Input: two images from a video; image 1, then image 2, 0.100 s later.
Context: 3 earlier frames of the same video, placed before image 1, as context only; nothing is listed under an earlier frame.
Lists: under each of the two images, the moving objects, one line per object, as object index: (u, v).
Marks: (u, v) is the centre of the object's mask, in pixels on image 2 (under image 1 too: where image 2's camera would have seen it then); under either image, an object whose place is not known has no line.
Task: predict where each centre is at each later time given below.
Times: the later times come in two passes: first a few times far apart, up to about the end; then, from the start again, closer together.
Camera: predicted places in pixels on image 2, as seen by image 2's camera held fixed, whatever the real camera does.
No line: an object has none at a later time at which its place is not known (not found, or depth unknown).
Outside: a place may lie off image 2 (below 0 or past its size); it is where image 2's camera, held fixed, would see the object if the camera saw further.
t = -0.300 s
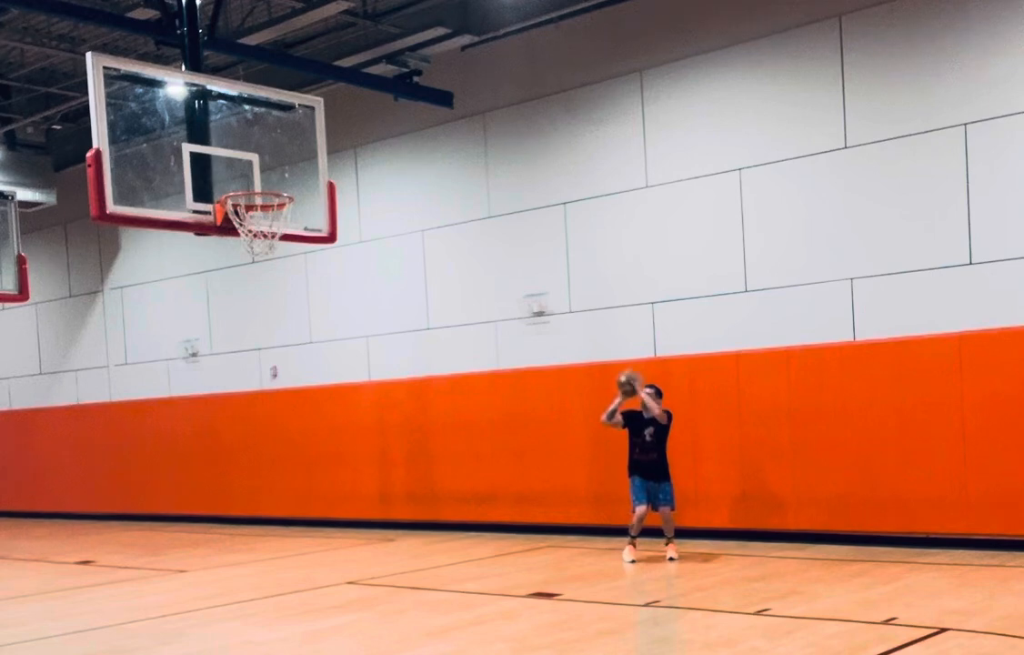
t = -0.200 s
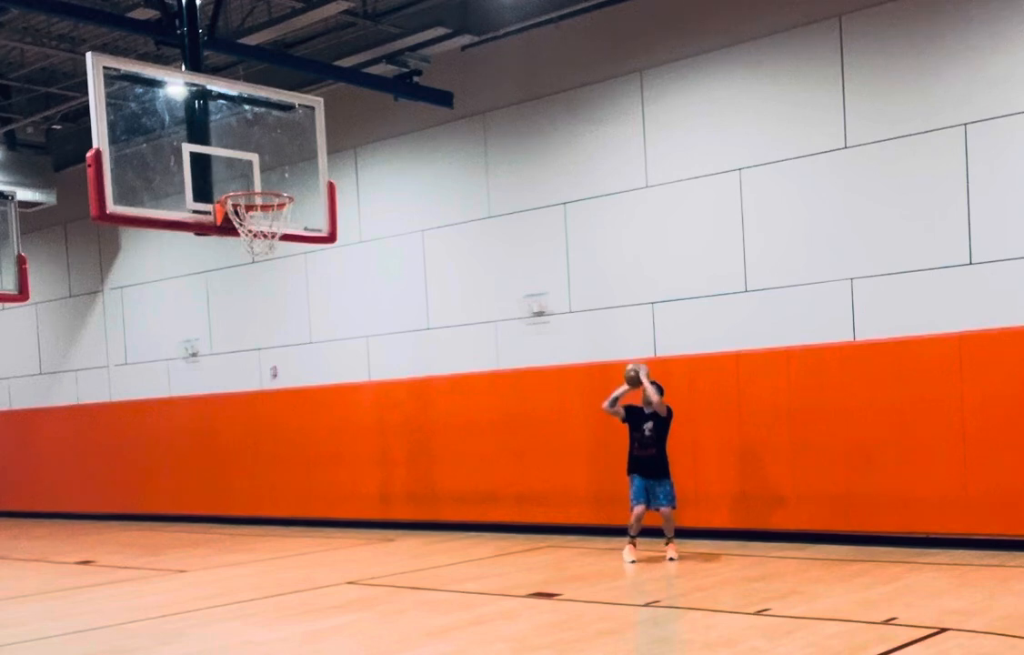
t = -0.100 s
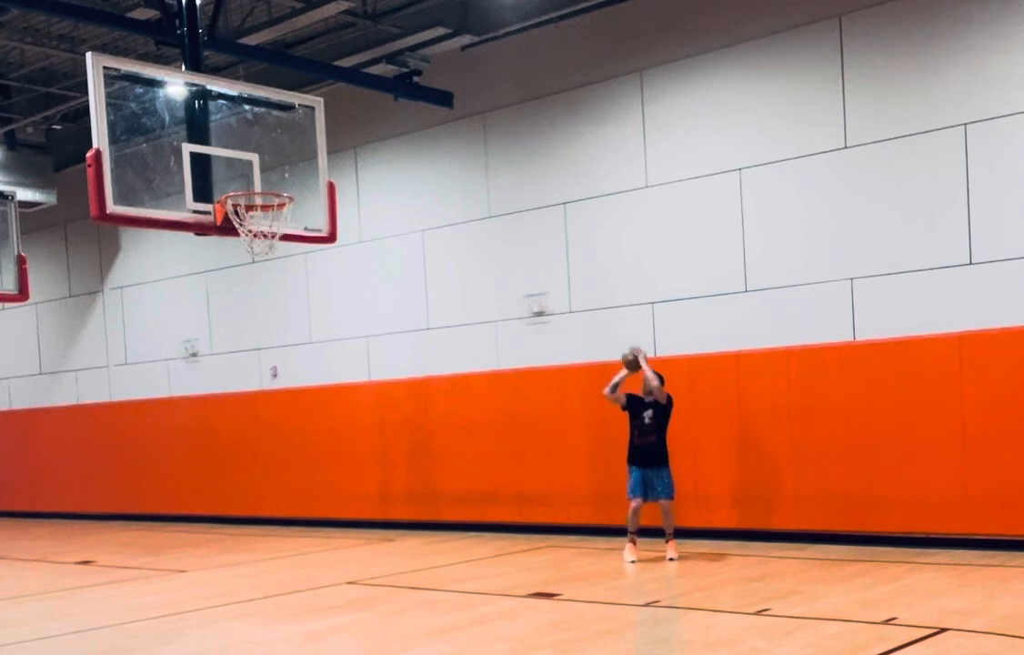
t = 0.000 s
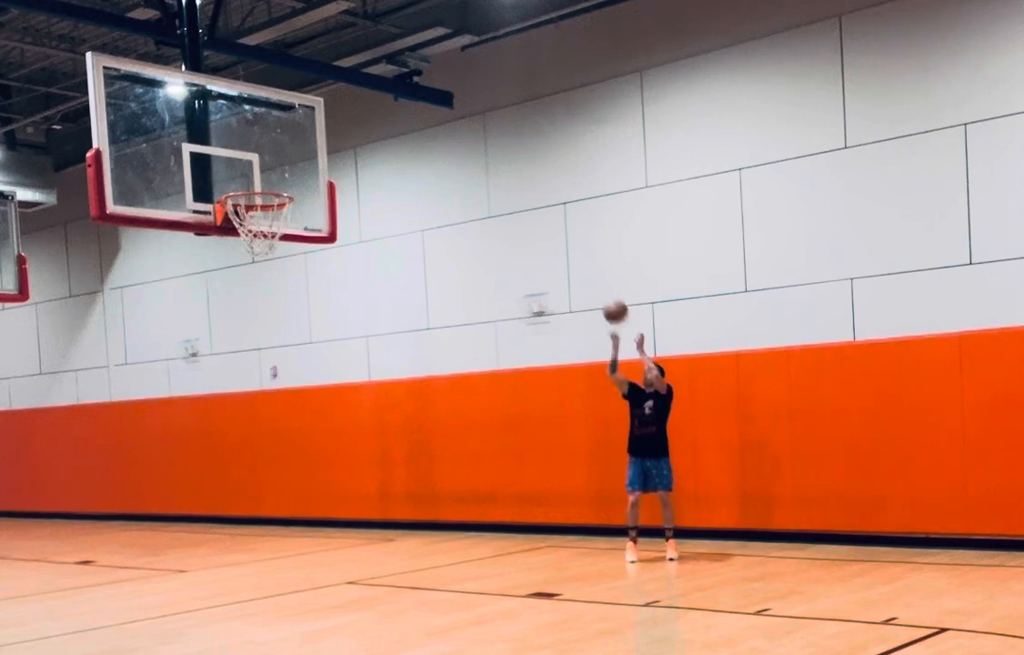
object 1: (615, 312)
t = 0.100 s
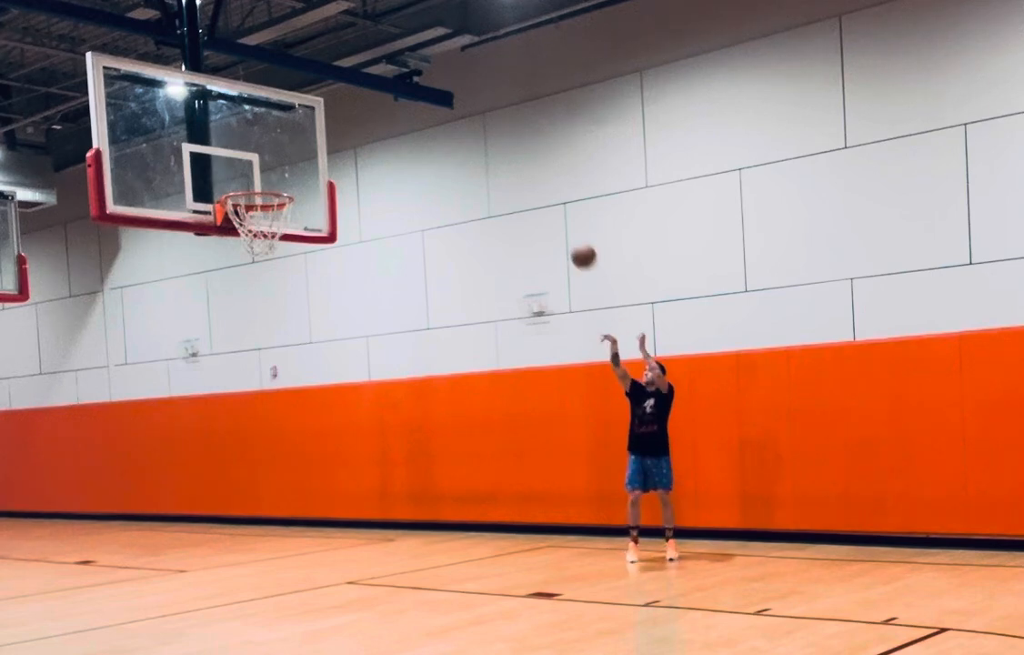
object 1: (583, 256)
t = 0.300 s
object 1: (516, 169)
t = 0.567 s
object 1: (421, 115)
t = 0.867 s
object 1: (305, 161)
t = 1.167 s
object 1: (231, 214)
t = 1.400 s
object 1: (227, 279)
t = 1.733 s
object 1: (228, 498)
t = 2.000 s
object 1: (231, 536)
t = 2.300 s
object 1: (239, 419)
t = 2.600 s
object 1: (255, 428)
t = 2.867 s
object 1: (275, 542)
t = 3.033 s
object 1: (285, 596)
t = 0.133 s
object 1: (572, 240)
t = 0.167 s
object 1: (561, 225)
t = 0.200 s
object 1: (551, 210)
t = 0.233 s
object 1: (539, 195)
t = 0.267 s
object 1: (527, 181)
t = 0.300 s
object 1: (516, 169)
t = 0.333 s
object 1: (505, 158)
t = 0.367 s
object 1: (493, 149)
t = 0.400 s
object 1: (481, 140)
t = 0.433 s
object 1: (470, 133)
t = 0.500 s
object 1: (446, 122)
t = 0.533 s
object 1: (434, 118)
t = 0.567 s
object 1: (421, 115)
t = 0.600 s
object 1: (409, 113)
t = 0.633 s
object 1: (397, 114)
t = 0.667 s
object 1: (384, 116)
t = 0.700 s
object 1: (371, 120)
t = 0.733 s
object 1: (357, 124)
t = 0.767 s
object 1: (346, 131)
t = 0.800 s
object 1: (331, 138)
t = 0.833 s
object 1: (319, 148)
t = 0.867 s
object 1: (305, 161)
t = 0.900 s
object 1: (291, 173)
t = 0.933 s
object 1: (277, 186)
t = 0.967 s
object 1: (261, 204)
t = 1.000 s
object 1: (246, 222)
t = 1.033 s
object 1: (239, 227)
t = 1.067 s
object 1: (233, 221)
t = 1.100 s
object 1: (233, 217)
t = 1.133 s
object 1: (231, 213)
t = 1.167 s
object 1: (231, 214)
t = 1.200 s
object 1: (232, 222)
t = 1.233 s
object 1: (232, 225)
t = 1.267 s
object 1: (230, 234)
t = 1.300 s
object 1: (229, 243)
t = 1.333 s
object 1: (229, 253)
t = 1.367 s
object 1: (228, 265)
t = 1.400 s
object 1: (227, 279)
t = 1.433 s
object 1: (227, 294)
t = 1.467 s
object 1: (227, 310)
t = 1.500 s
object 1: (227, 328)
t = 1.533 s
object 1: (227, 348)
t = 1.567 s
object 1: (226, 369)
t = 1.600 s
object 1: (227, 393)
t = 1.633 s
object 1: (228, 418)
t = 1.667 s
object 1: (228, 443)
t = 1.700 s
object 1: (228, 471)
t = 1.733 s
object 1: (228, 498)
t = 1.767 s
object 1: (228, 528)
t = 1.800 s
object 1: (228, 563)
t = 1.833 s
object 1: (229, 596)
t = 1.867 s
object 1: (230, 628)
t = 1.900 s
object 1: (230, 605)
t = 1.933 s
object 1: (230, 581)
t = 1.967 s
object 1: (231, 558)
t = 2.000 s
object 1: (231, 536)
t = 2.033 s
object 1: (232, 517)
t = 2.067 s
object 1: (232, 500)
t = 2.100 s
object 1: (233, 483)
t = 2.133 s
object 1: (234, 468)
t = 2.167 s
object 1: (235, 455)
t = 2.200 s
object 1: (236, 443)
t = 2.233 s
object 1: (237, 434)
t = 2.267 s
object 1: (238, 425)
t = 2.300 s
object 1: (239, 419)
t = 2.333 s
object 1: (241, 413)
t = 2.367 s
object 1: (242, 410)
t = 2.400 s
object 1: (243, 408)
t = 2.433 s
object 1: (245, 407)
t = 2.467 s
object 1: (247, 408)
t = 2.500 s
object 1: (249, 411)
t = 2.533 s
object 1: (251, 415)
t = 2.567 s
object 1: (253, 421)
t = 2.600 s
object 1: (255, 428)
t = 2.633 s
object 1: (257, 437)
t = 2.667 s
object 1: (259, 447)
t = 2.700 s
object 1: (262, 460)
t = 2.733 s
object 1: (265, 473)
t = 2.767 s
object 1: (267, 488)
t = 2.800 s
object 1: (270, 504)
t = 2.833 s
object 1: (272, 522)
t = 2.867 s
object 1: (275, 542)
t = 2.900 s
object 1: (278, 563)
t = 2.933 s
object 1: (280, 585)
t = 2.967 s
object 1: (283, 609)
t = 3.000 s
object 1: (285, 614)
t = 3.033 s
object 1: (285, 596)
